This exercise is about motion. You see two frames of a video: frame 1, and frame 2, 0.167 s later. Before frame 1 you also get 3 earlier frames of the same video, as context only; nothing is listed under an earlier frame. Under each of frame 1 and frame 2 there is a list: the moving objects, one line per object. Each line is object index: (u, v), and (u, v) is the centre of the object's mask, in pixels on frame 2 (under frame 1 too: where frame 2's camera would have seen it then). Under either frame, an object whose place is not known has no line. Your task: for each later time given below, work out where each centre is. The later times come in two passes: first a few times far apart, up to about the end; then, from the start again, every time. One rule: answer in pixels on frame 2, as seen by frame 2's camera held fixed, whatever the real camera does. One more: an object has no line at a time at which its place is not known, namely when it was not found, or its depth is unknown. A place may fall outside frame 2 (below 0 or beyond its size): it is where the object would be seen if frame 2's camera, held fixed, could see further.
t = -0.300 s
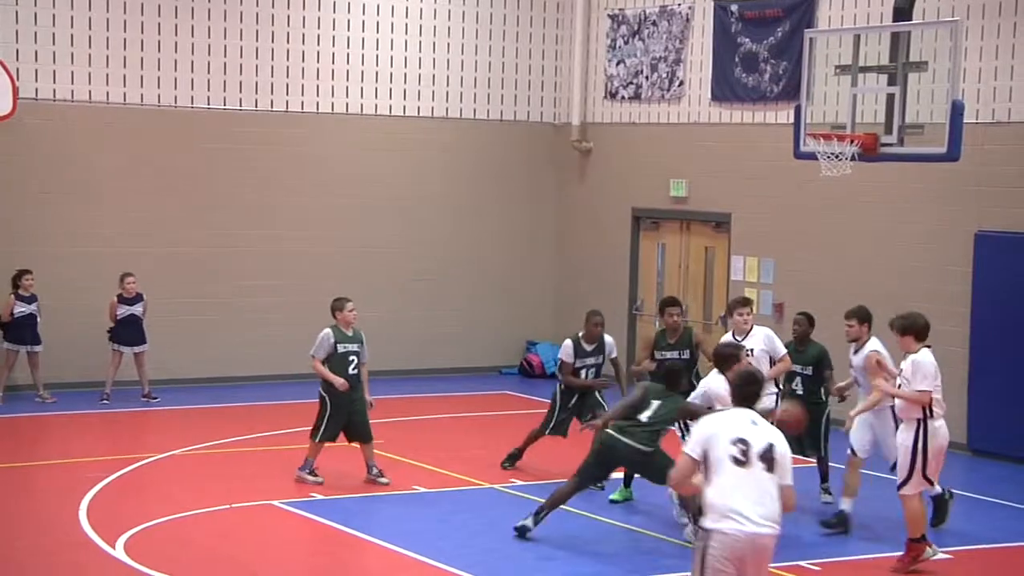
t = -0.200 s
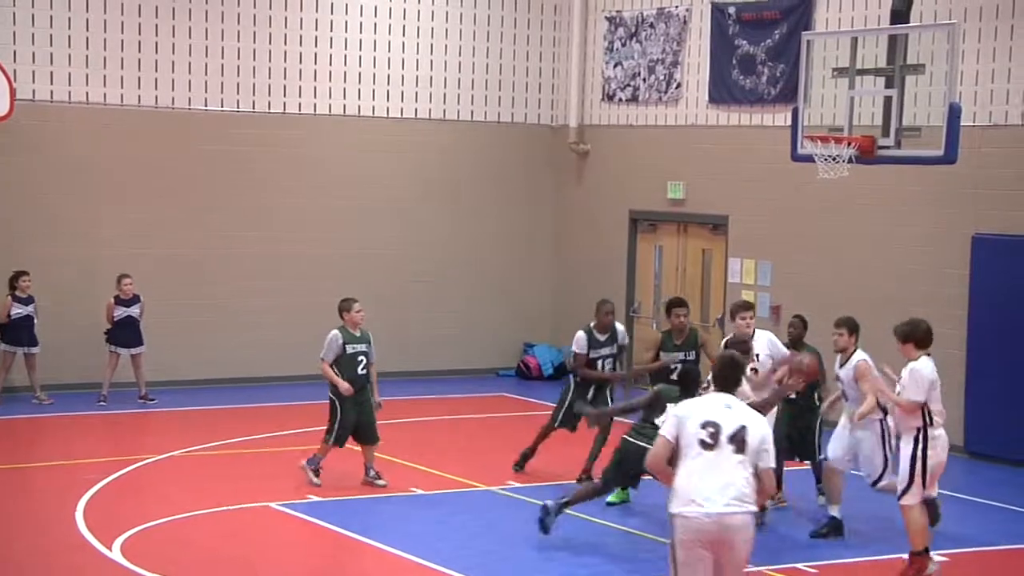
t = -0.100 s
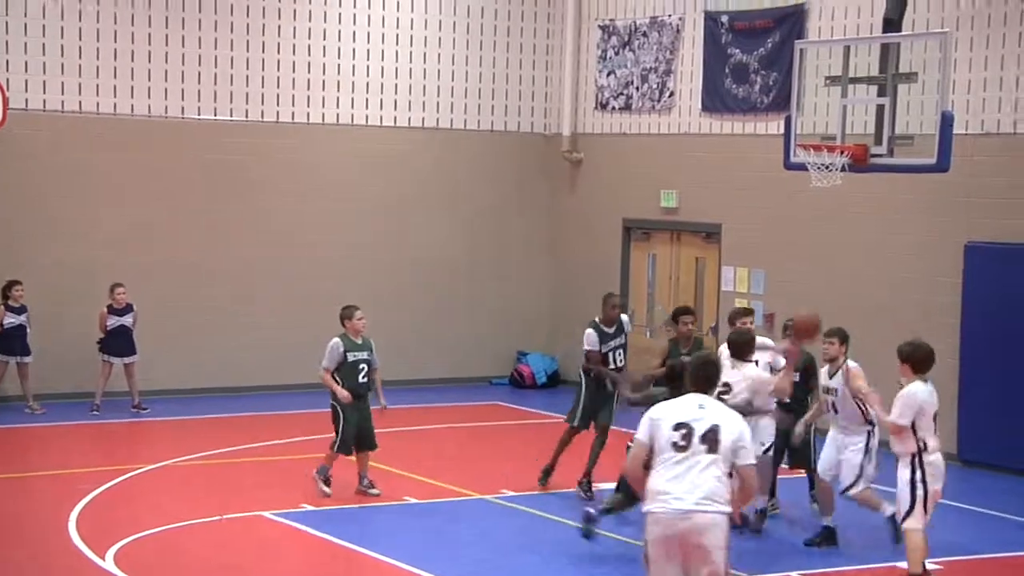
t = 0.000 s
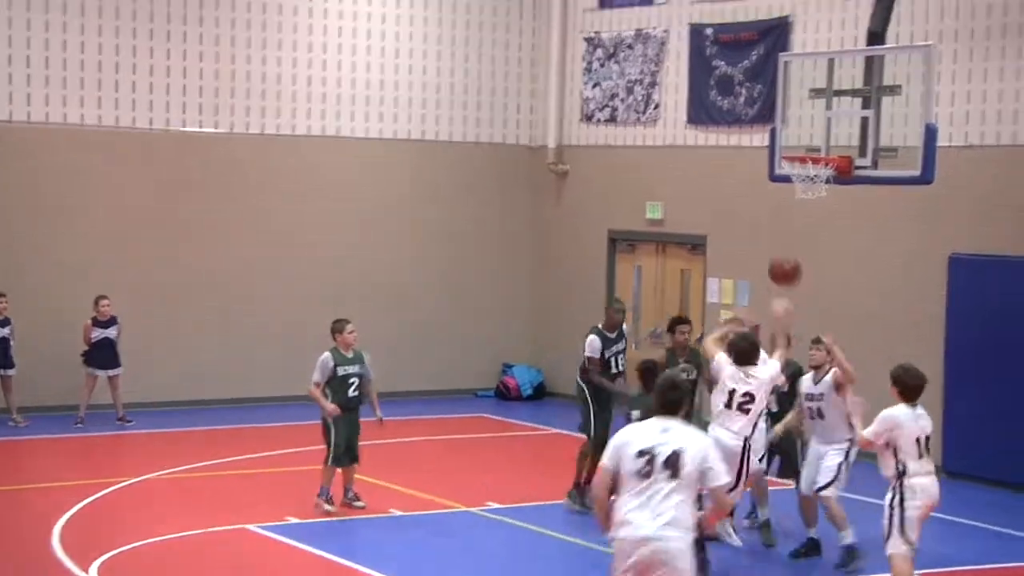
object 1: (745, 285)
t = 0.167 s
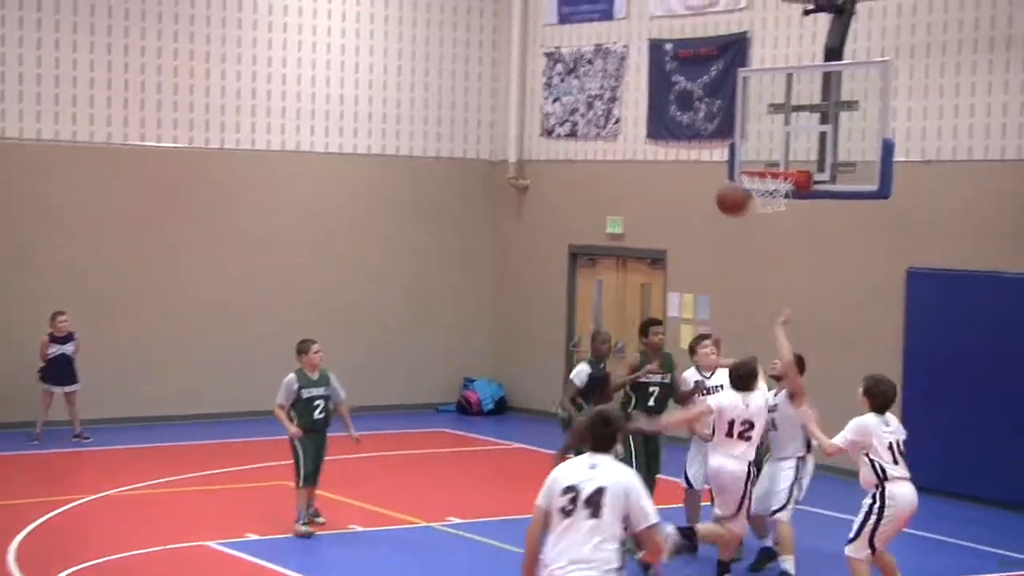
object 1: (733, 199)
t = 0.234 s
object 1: (727, 175)
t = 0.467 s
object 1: (707, 138)
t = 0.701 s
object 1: (682, 182)
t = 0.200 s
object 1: (730, 187)
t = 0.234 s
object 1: (727, 175)
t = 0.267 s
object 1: (724, 165)
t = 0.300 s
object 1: (722, 156)
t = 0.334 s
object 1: (719, 149)
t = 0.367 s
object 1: (717, 144)
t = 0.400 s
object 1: (714, 140)
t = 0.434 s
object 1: (710, 138)
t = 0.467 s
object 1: (707, 138)
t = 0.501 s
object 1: (704, 139)
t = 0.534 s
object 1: (701, 142)
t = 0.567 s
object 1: (697, 146)
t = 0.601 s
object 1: (694, 152)
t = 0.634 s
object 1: (690, 162)
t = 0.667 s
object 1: (687, 170)
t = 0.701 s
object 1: (682, 182)
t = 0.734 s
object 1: (679, 194)
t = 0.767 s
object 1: (676, 207)
